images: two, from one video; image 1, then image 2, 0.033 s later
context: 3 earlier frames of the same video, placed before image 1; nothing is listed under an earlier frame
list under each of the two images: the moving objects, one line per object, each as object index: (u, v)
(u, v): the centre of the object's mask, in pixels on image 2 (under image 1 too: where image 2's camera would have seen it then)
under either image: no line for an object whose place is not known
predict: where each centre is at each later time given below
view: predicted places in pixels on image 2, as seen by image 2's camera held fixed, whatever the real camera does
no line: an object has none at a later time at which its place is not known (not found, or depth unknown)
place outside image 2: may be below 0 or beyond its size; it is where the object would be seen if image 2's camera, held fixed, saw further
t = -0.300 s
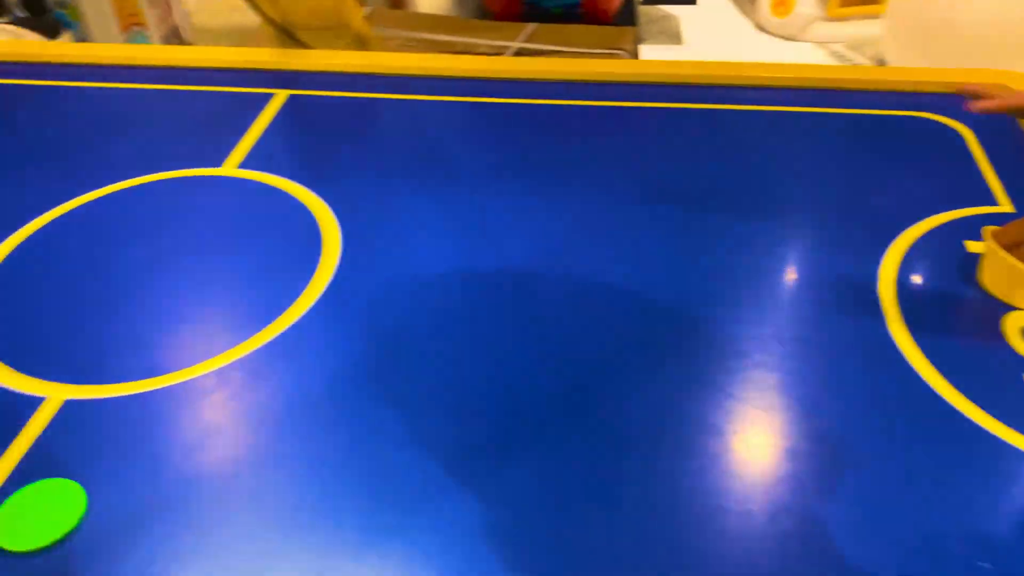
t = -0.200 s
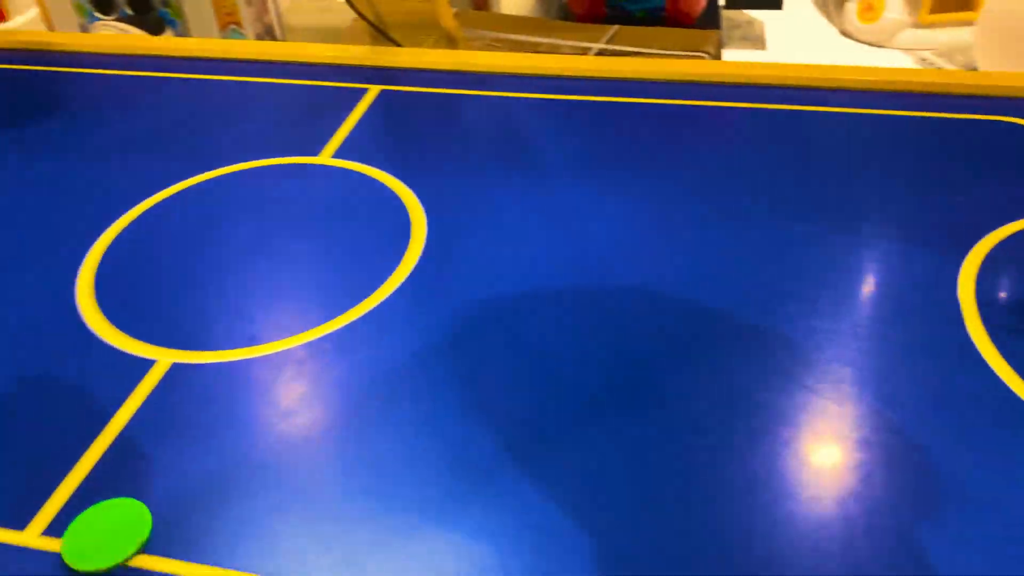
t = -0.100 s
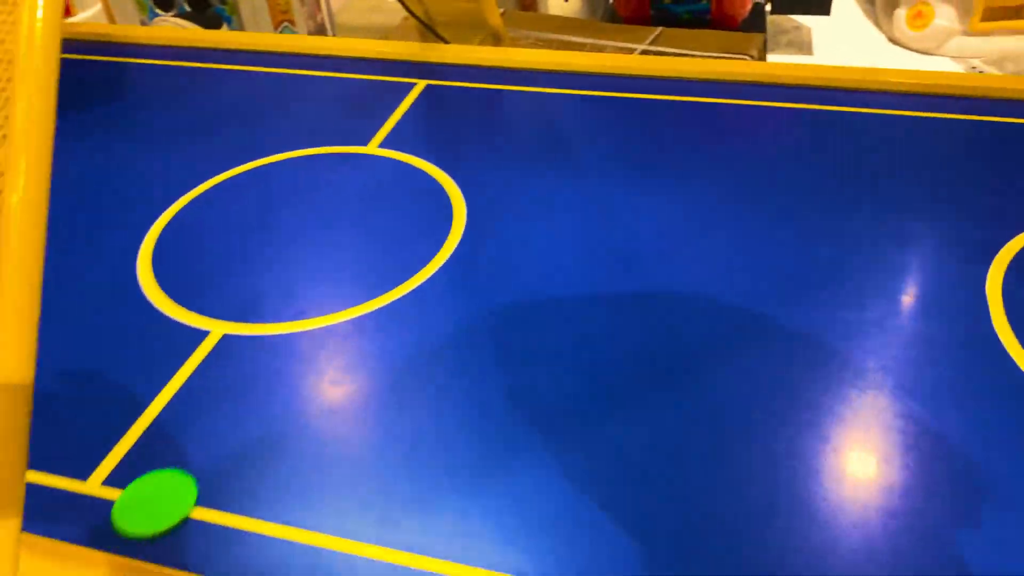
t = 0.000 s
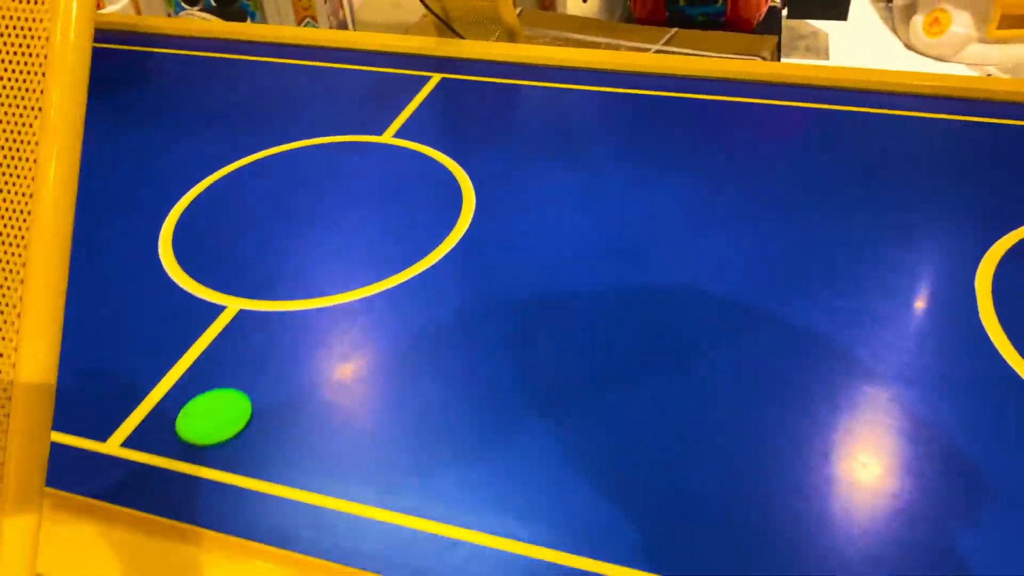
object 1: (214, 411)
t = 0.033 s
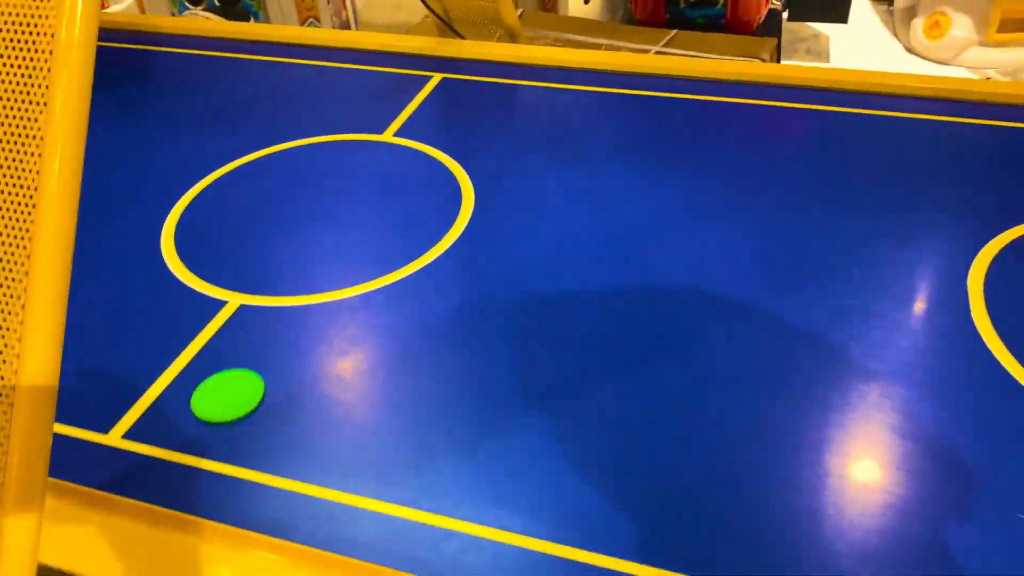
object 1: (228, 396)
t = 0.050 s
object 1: (234, 388)
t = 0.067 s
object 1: (241, 381)
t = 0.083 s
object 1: (247, 374)
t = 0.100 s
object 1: (254, 367)
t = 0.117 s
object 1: (260, 360)
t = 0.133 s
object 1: (266, 354)
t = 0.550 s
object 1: (390, 223)
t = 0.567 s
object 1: (393, 218)
